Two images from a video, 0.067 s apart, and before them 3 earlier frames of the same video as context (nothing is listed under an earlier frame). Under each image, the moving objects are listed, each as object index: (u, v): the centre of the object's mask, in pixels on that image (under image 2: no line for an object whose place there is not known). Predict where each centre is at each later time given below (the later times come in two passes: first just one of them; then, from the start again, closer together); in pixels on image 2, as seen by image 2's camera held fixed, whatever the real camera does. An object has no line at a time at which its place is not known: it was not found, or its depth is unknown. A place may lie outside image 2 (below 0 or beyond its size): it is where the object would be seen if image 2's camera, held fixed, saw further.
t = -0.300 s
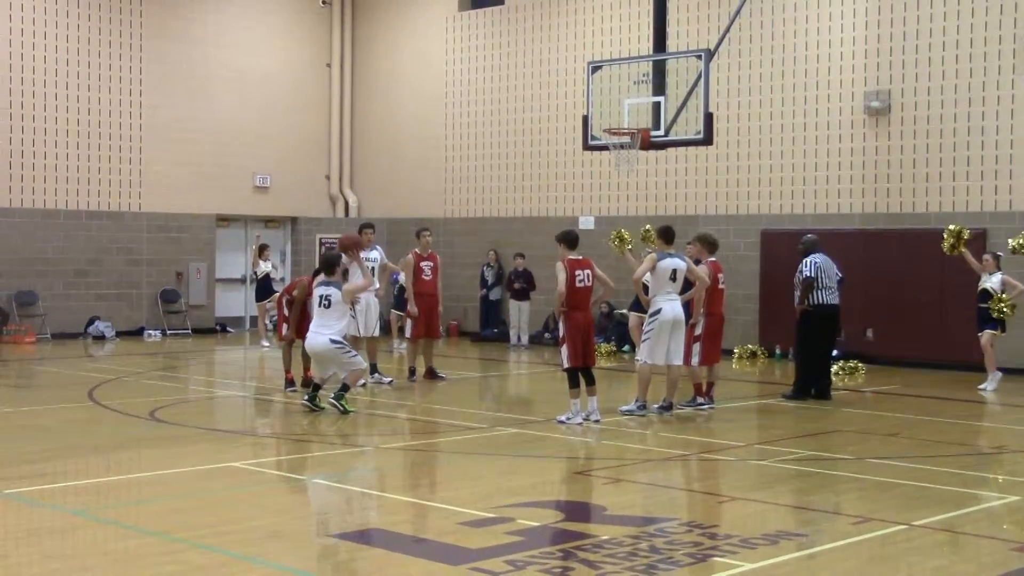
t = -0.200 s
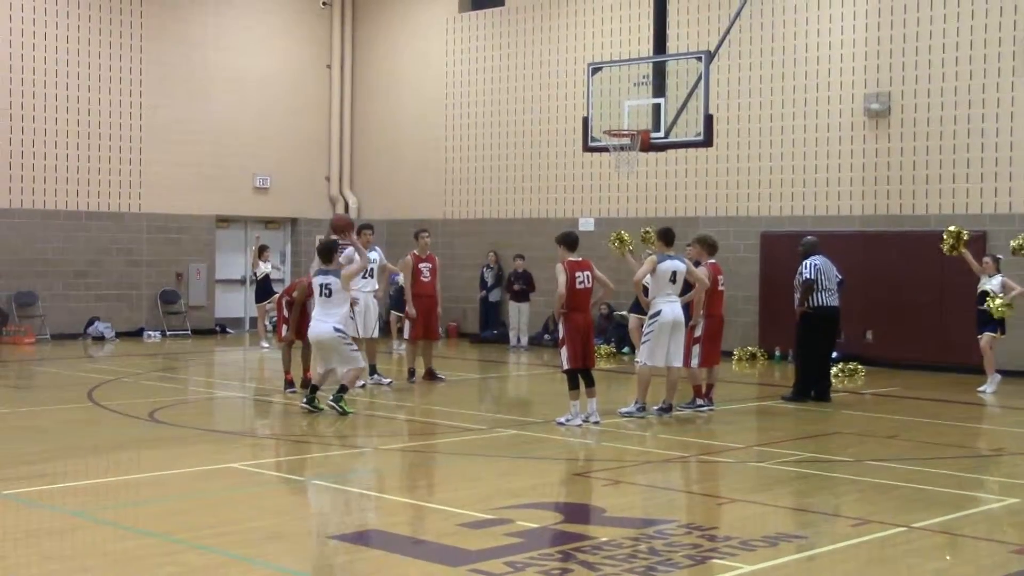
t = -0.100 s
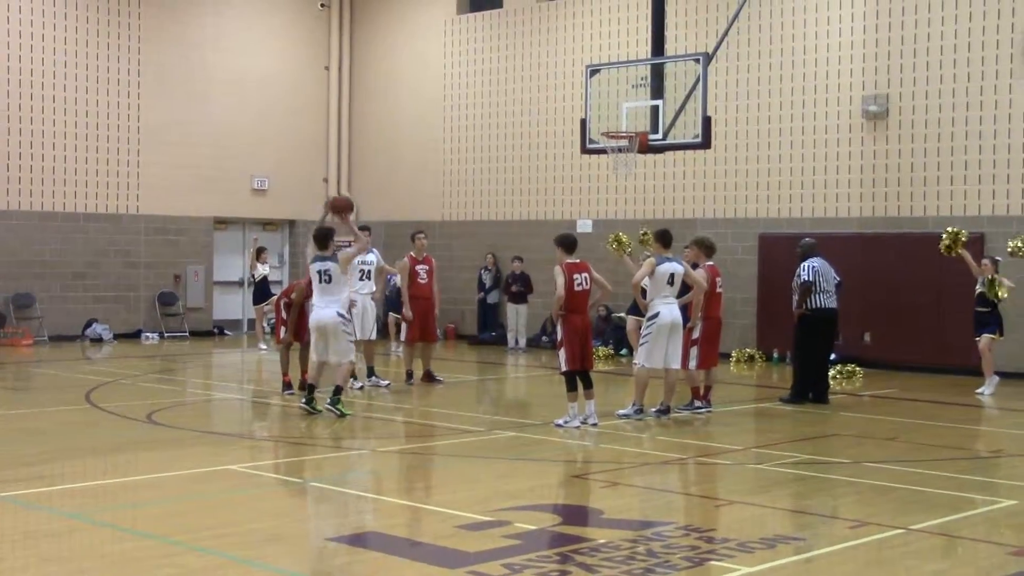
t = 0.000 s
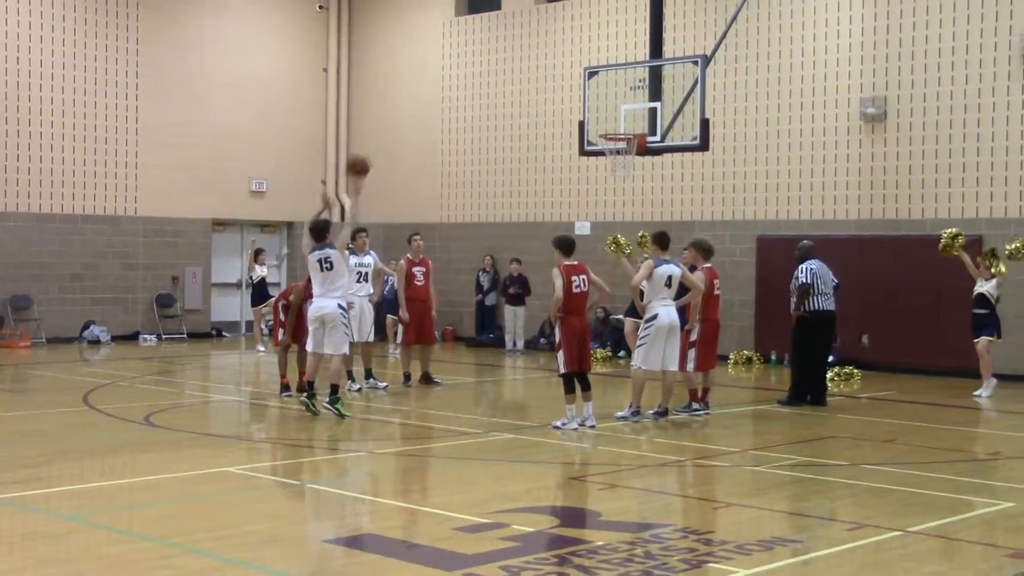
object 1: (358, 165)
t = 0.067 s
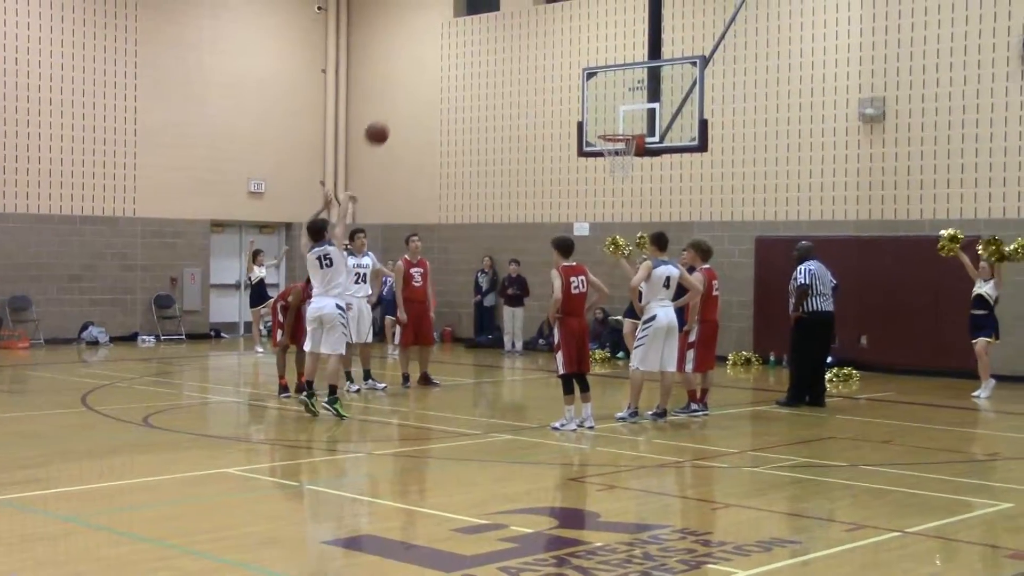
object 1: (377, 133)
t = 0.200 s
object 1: (415, 81)
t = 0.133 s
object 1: (396, 105)
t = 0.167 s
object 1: (406, 92)
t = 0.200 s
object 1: (415, 81)
